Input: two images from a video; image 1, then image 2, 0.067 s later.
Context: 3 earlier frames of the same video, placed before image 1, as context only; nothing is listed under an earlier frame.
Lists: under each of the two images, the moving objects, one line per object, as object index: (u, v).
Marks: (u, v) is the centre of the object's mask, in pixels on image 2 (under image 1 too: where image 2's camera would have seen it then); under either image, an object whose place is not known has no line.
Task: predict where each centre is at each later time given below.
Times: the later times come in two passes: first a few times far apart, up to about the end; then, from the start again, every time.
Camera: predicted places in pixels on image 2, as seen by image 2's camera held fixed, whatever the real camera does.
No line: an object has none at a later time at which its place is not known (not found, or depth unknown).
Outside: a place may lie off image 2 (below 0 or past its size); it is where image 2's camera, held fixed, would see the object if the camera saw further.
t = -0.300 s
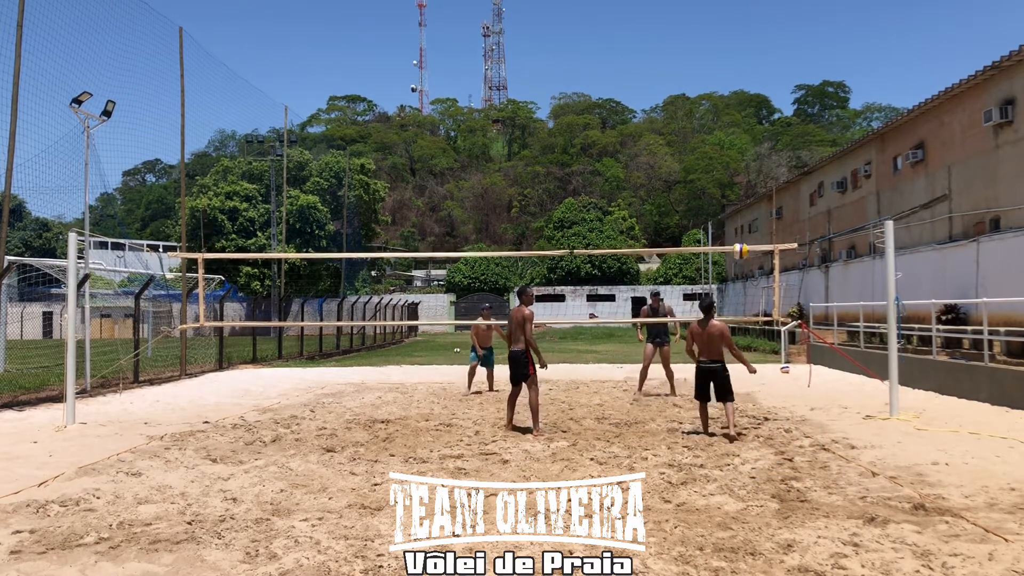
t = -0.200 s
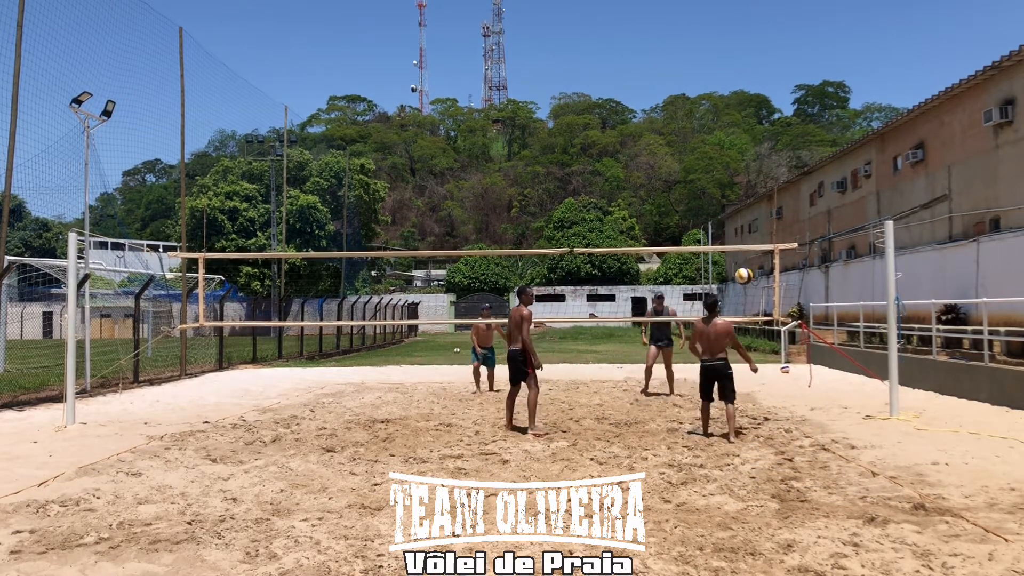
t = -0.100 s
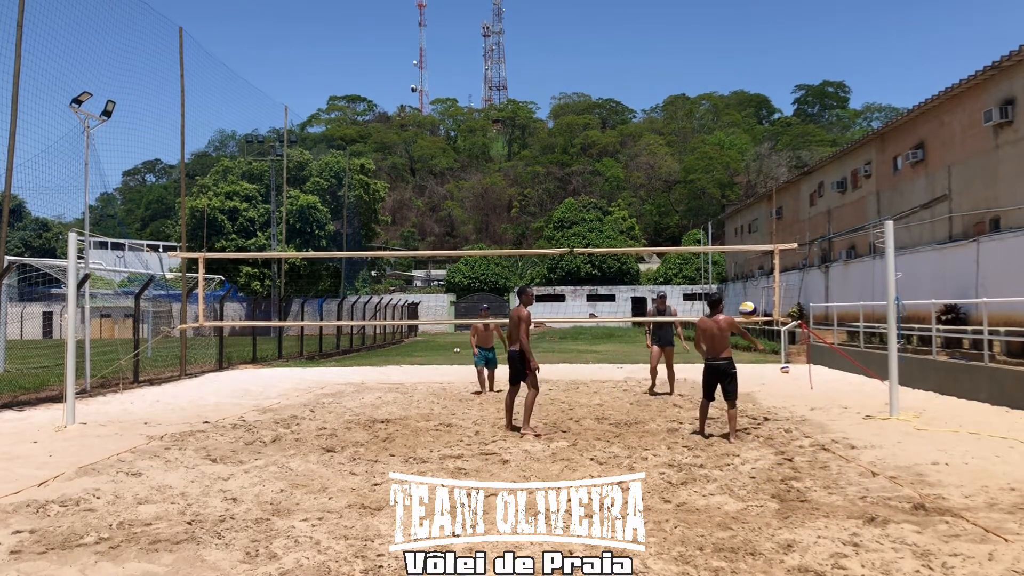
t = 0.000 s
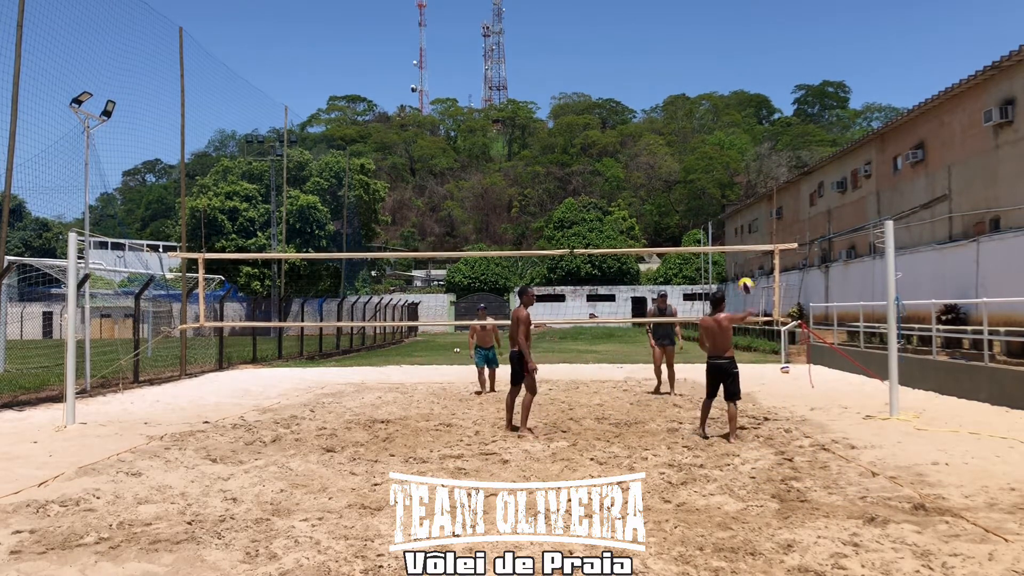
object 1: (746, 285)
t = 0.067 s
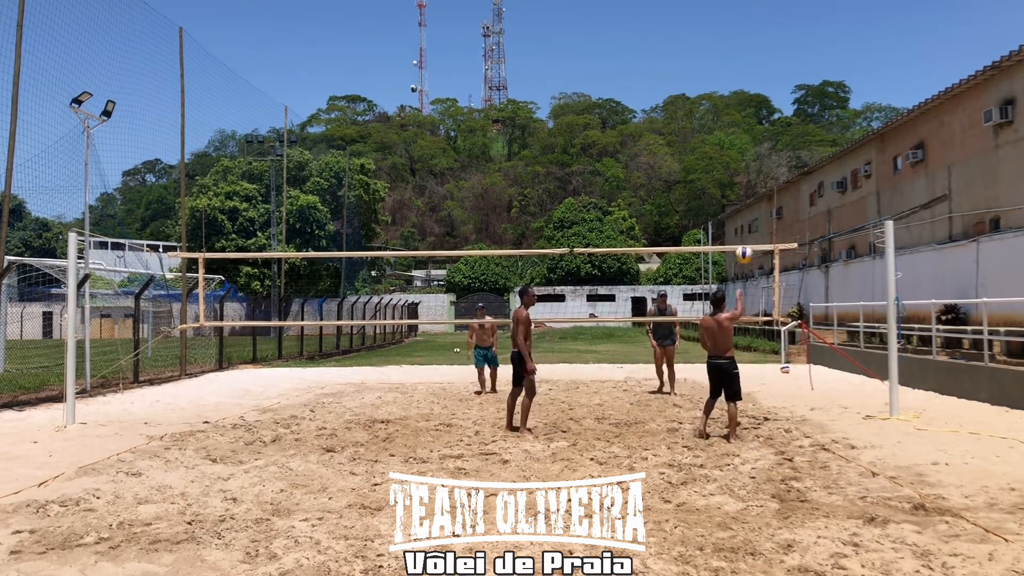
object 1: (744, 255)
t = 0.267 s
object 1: (739, 189)
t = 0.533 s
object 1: (737, 154)
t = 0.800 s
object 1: (735, 170)
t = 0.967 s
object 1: (735, 201)
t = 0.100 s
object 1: (743, 240)
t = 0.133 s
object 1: (742, 229)
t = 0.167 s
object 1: (741, 217)
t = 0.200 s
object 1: (739, 207)
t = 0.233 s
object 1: (740, 197)
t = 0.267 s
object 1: (739, 189)
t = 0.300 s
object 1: (738, 182)
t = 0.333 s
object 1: (738, 175)
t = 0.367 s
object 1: (738, 169)
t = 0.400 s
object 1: (738, 165)
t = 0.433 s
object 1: (738, 161)
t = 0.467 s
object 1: (737, 158)
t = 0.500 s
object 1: (737, 156)
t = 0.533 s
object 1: (737, 154)
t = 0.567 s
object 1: (737, 154)
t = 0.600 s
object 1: (736, 154)
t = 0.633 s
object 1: (736, 155)
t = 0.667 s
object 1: (737, 156)
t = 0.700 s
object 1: (736, 159)
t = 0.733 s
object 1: (736, 162)
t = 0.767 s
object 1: (735, 166)
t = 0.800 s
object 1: (735, 170)
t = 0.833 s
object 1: (735, 175)
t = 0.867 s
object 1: (735, 180)
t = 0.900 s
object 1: (735, 187)
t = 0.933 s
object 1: (735, 194)
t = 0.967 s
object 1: (735, 201)
